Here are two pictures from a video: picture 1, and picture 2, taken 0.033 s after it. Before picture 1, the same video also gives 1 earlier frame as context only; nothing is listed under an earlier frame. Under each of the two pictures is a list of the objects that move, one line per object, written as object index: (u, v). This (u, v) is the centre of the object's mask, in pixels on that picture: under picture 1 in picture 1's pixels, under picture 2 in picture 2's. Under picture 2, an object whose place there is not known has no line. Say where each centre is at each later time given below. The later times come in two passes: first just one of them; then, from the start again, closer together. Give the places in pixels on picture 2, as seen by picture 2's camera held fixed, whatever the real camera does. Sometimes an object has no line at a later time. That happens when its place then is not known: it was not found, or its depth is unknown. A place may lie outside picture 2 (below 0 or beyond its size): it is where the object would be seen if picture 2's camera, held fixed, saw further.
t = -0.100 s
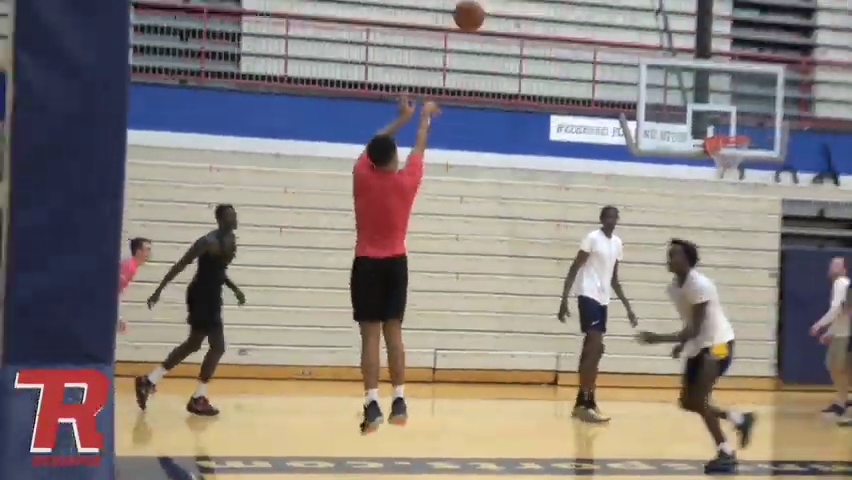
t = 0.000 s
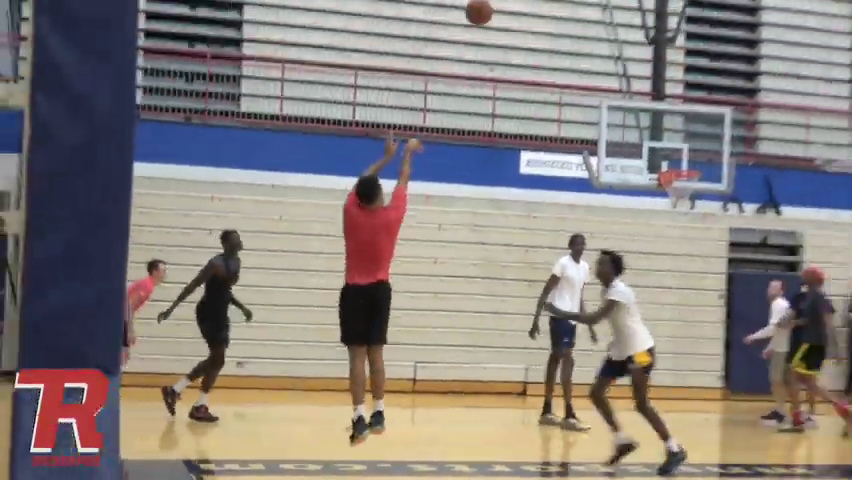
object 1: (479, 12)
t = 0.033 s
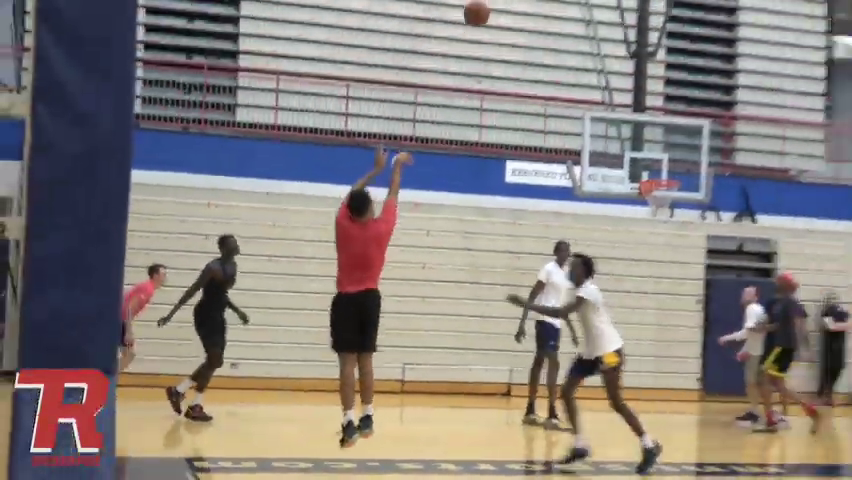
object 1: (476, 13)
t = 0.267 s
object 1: (534, -33)
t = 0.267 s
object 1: (534, -33)
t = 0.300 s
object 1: (541, -33)
